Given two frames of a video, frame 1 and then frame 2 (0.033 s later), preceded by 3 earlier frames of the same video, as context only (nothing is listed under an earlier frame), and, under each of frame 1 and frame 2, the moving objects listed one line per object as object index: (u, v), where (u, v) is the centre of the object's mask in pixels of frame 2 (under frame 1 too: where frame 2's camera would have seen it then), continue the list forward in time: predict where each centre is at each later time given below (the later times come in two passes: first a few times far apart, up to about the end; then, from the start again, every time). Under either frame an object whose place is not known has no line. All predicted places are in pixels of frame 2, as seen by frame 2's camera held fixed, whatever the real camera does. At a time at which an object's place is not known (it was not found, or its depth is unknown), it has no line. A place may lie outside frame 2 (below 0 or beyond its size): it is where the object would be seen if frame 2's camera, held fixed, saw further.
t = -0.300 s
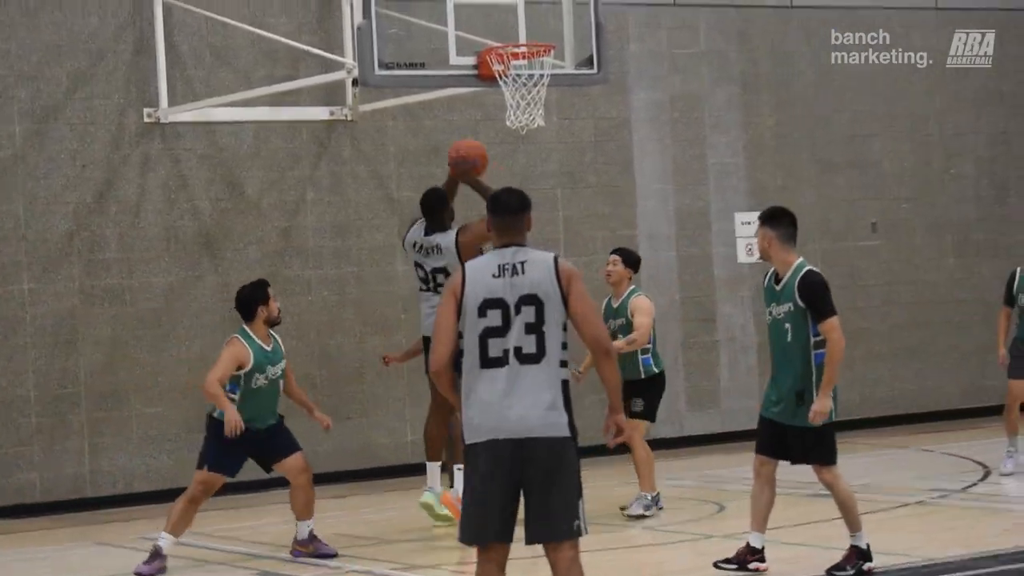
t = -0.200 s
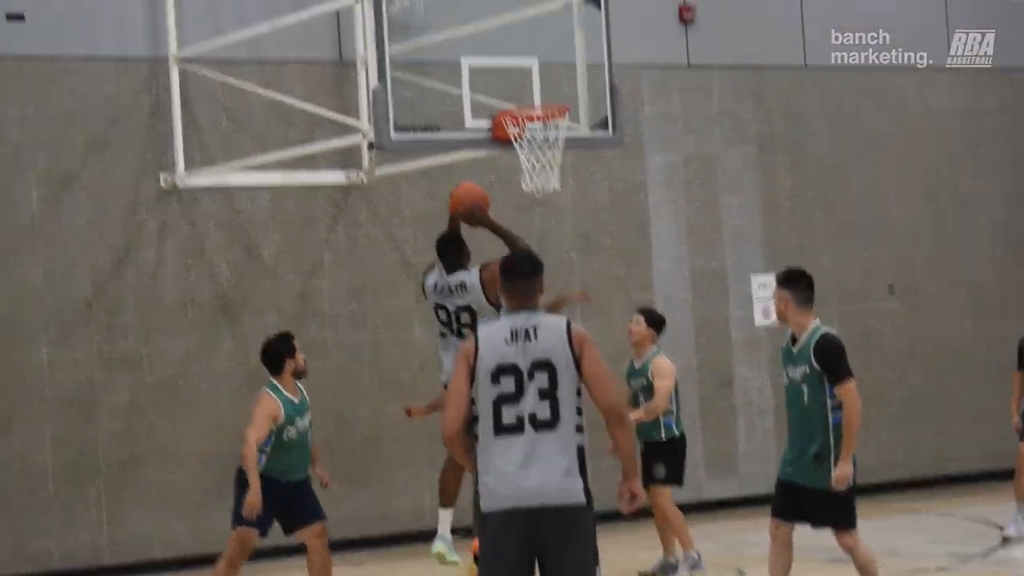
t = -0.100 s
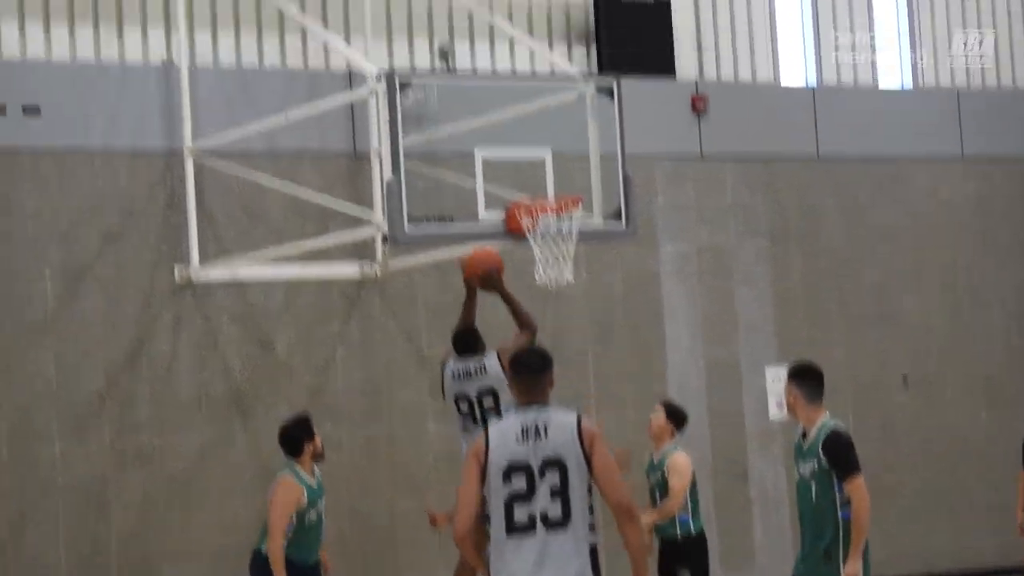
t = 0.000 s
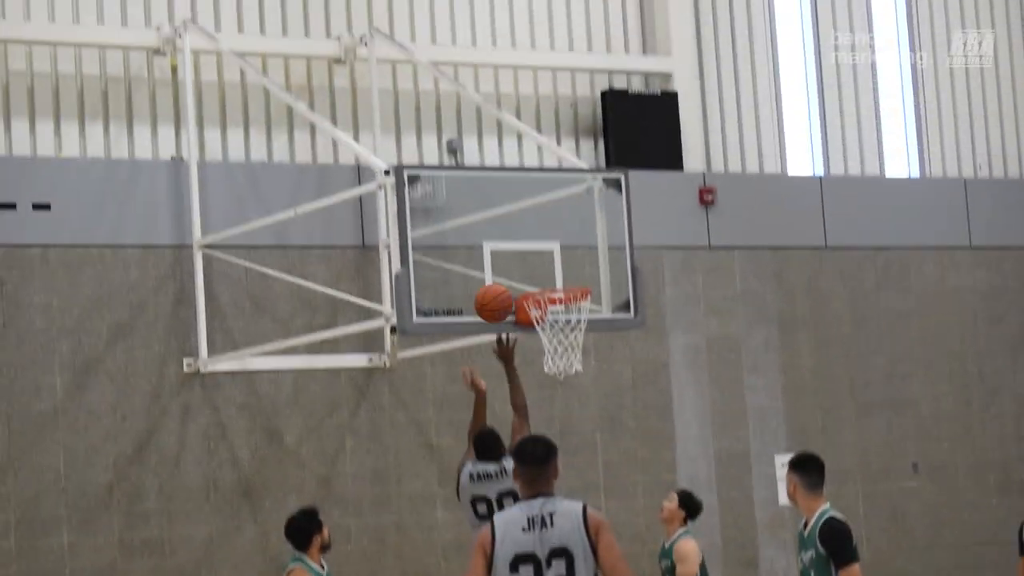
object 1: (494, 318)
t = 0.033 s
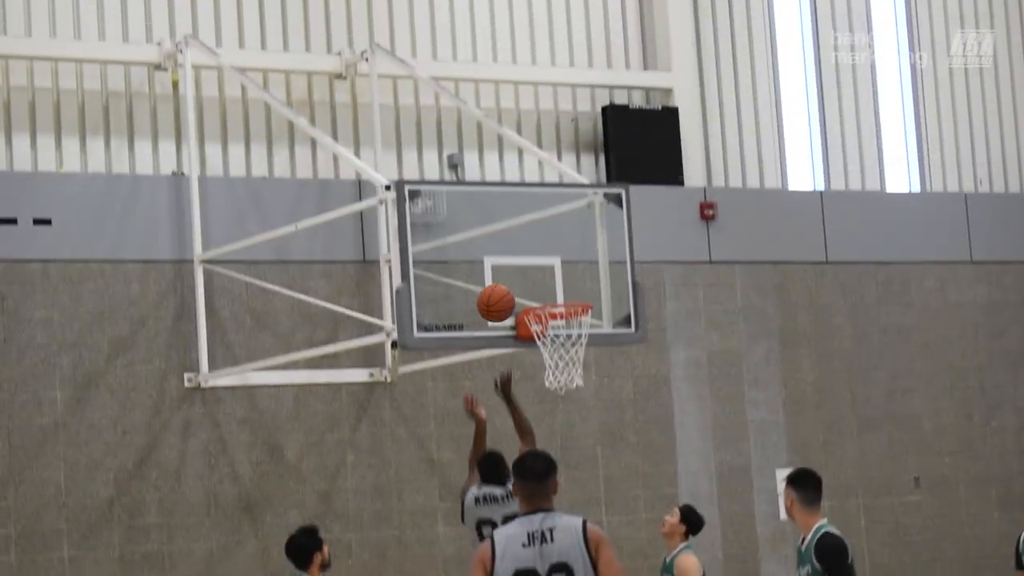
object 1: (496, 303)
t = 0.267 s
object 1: (508, 249)
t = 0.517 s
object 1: (530, 281)
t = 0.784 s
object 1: (583, 335)
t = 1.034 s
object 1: (555, 365)
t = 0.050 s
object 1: (496, 296)
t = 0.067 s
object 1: (497, 289)
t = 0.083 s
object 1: (498, 284)
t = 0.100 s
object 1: (499, 278)
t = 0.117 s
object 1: (500, 273)
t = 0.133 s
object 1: (500, 269)
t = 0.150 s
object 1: (501, 265)
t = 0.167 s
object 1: (502, 261)
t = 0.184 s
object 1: (503, 258)
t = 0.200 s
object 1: (504, 256)
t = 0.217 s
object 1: (505, 254)
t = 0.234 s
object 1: (506, 252)
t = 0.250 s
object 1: (507, 250)
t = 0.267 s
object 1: (508, 249)
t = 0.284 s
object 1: (509, 249)
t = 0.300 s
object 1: (510, 249)
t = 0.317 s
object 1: (511, 249)
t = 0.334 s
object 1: (512, 250)
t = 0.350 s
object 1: (513, 251)
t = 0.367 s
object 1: (514, 252)
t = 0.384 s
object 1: (516, 254)
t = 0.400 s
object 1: (517, 256)
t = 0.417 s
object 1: (518, 259)
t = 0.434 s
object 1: (519, 262)
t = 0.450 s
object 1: (520, 266)
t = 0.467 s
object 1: (521, 270)
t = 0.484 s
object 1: (522, 275)
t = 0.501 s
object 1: (525, 278)
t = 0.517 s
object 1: (530, 281)
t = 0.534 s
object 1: (535, 283)
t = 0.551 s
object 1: (540, 286)
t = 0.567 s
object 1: (545, 288)
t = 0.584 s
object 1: (550, 290)
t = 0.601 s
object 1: (555, 292)
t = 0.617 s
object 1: (560, 294)
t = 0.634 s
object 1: (566, 307)
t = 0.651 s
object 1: (569, 309)
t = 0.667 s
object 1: (573, 312)
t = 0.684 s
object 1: (575, 315)
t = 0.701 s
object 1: (577, 319)
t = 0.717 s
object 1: (579, 322)
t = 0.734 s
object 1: (581, 324)
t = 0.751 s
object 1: (582, 328)
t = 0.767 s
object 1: (582, 333)
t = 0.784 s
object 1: (583, 335)
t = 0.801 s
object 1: (582, 338)
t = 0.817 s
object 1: (581, 340)
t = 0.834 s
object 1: (579, 340)
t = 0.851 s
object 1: (577, 342)
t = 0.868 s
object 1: (576, 344)
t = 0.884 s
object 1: (573, 345)
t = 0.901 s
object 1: (572, 346)
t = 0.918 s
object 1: (570, 347)
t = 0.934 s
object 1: (568, 349)
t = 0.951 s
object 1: (566, 351)
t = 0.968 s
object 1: (564, 352)
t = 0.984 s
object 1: (561, 354)
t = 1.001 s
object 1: (560, 355)
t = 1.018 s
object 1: (557, 362)
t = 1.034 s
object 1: (555, 365)
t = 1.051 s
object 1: (553, 368)
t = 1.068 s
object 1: (551, 373)
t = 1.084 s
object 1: (548, 377)
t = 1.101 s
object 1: (547, 384)
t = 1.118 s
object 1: (545, 388)
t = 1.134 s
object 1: (544, 393)
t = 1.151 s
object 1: (542, 399)
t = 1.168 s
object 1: (540, 406)
